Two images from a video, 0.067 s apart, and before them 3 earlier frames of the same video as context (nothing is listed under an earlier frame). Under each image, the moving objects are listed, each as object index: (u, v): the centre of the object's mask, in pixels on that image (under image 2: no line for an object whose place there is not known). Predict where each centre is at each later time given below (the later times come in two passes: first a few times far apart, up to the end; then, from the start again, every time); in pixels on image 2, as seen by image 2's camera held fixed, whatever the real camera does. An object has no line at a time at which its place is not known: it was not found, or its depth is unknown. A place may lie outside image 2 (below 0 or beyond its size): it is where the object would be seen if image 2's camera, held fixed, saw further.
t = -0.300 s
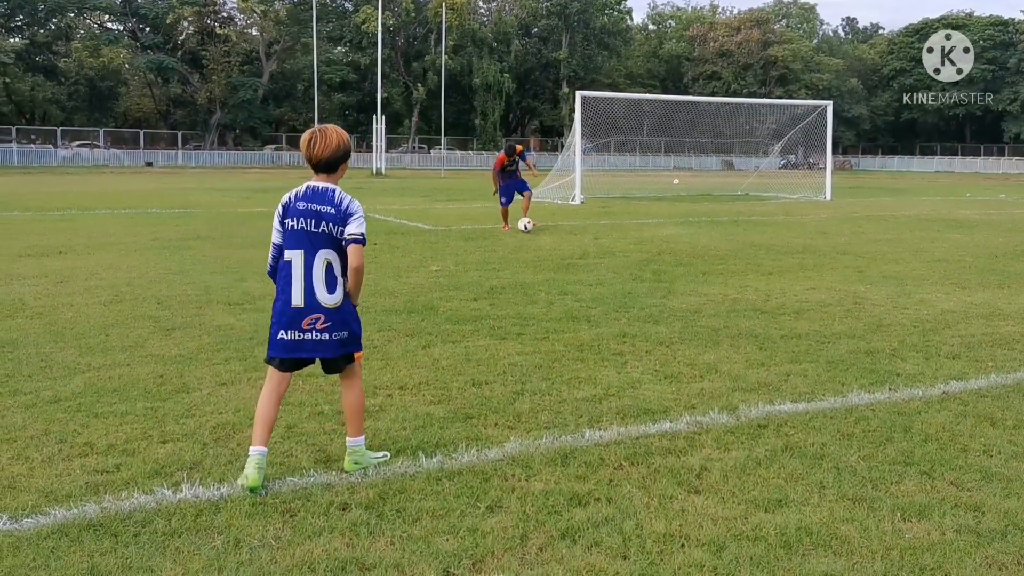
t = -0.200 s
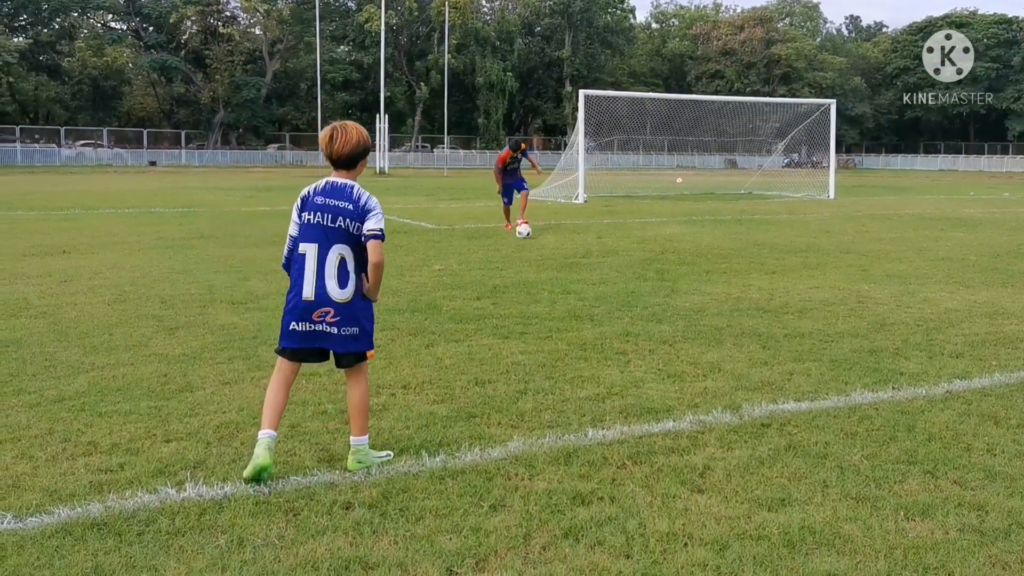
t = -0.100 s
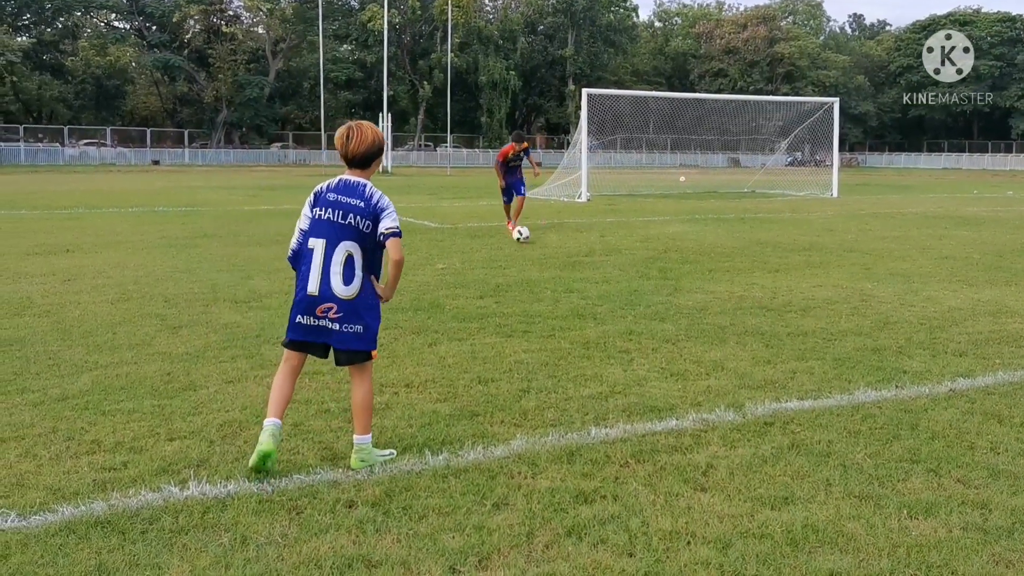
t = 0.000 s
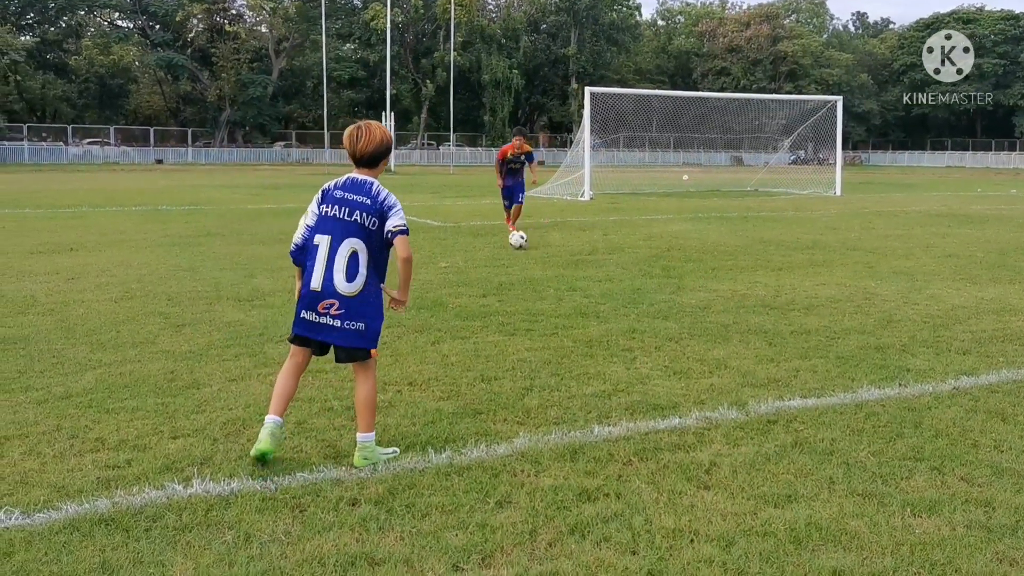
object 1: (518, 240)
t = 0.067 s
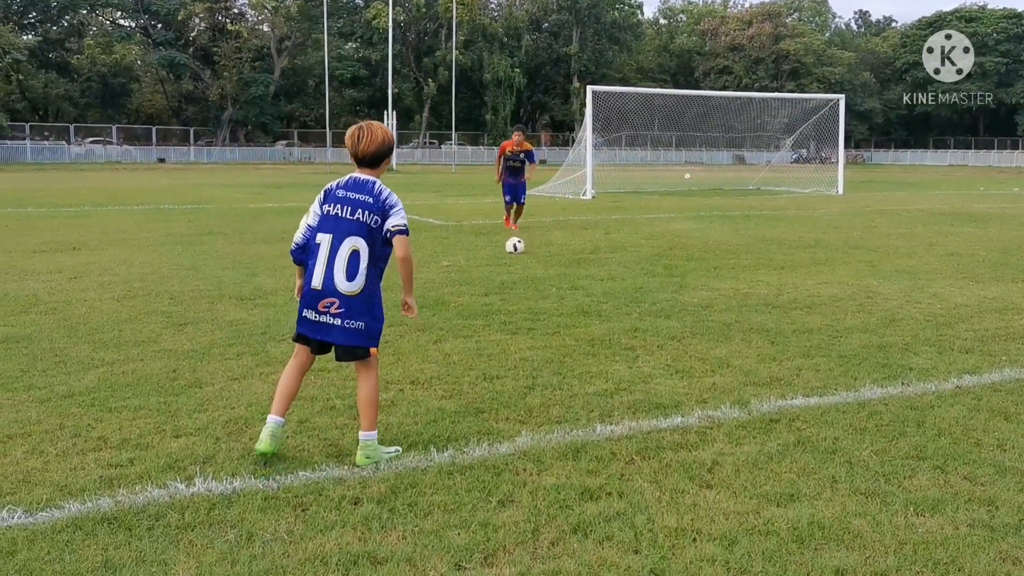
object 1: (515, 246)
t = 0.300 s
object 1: (498, 260)
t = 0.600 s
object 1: (477, 276)
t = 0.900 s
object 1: (448, 299)
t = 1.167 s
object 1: (416, 329)
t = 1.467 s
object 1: (370, 360)
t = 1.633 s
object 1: (338, 388)
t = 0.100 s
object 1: (513, 247)
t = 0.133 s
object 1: (510, 248)
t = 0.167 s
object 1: (508, 249)
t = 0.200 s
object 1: (506, 250)
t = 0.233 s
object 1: (503, 253)
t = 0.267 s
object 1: (500, 256)
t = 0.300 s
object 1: (498, 260)
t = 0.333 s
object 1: (496, 261)
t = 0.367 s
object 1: (494, 261)
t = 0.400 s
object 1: (491, 261)
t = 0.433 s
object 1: (489, 262)
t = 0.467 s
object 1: (487, 265)
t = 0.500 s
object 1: (485, 269)
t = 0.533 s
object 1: (482, 272)
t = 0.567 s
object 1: (480, 274)
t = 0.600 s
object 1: (477, 276)
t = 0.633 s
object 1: (474, 277)
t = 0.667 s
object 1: (471, 281)
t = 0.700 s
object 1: (469, 285)
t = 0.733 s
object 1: (466, 287)
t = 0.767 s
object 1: (462, 290)
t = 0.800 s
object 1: (459, 293)
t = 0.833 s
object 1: (455, 294)
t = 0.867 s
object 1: (451, 296)
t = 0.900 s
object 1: (448, 299)
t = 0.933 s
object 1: (444, 304)
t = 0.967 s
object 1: (440, 307)
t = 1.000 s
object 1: (437, 309)
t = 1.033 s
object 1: (433, 310)
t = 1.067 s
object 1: (429, 313)
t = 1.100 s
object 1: (425, 317)
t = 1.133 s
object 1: (421, 323)
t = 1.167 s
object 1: (416, 329)
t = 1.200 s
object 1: (411, 331)
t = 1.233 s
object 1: (407, 331)
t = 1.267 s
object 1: (402, 334)
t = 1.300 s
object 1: (397, 339)
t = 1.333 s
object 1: (392, 346)
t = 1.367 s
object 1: (386, 351)
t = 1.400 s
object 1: (381, 354)
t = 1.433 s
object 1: (376, 356)
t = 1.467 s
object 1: (370, 360)
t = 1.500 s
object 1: (364, 366)
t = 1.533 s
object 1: (358, 375)
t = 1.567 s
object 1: (352, 380)
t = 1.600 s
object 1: (345, 385)
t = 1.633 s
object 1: (338, 388)
